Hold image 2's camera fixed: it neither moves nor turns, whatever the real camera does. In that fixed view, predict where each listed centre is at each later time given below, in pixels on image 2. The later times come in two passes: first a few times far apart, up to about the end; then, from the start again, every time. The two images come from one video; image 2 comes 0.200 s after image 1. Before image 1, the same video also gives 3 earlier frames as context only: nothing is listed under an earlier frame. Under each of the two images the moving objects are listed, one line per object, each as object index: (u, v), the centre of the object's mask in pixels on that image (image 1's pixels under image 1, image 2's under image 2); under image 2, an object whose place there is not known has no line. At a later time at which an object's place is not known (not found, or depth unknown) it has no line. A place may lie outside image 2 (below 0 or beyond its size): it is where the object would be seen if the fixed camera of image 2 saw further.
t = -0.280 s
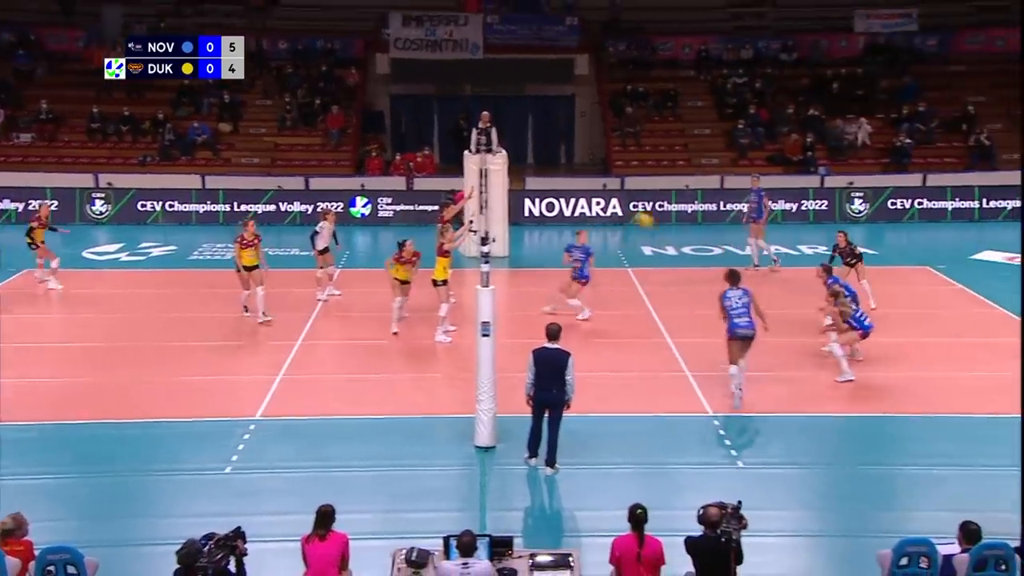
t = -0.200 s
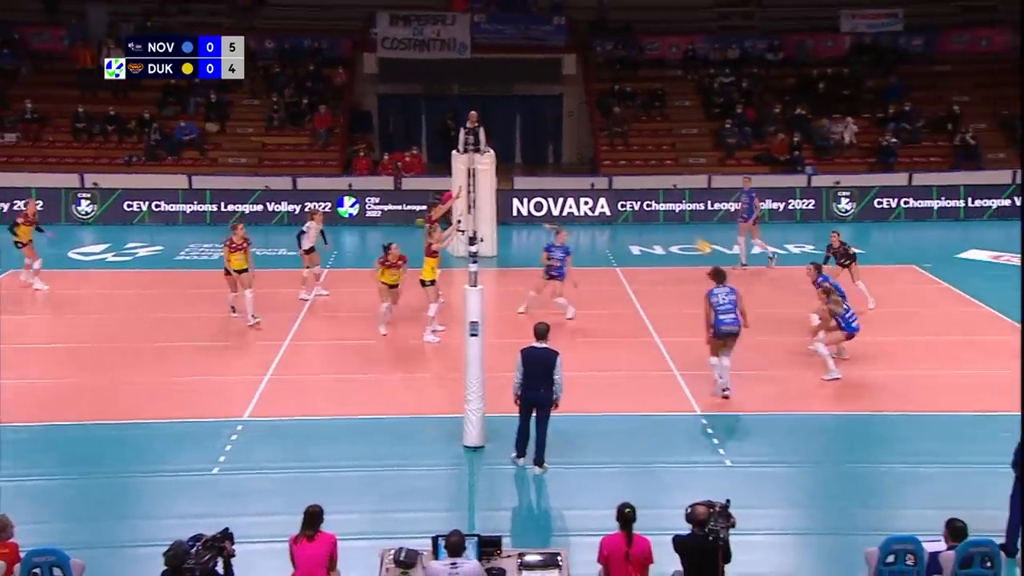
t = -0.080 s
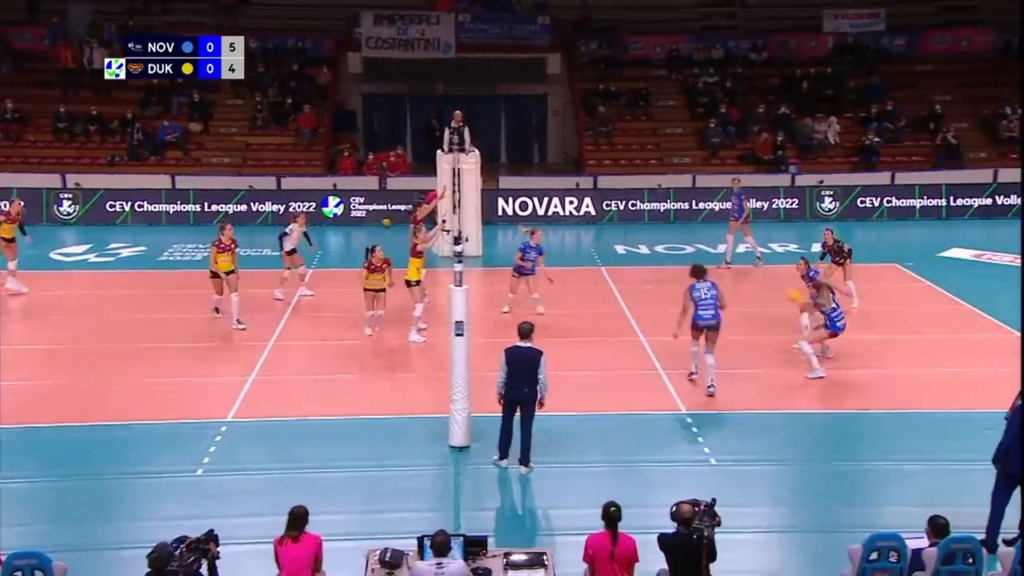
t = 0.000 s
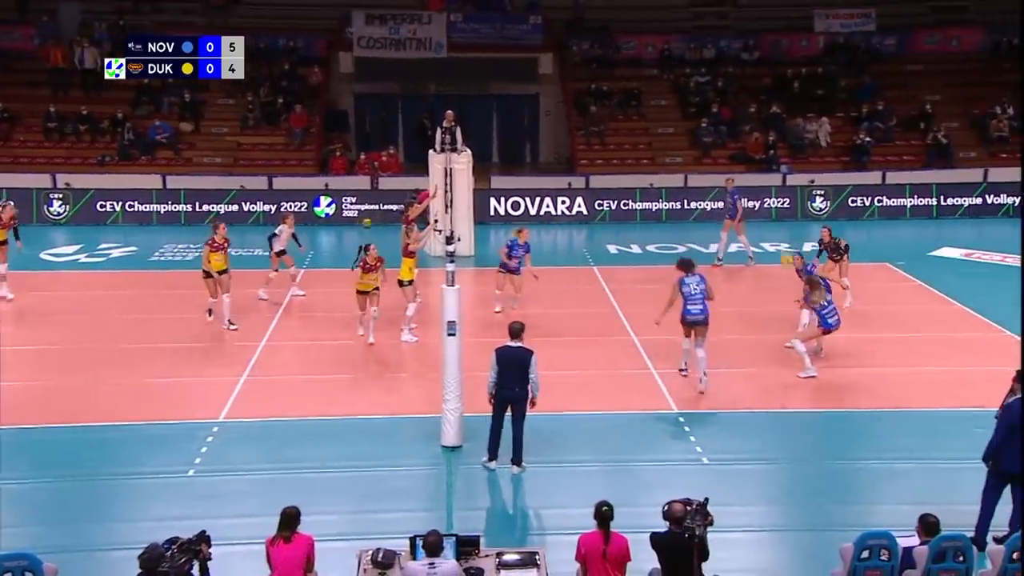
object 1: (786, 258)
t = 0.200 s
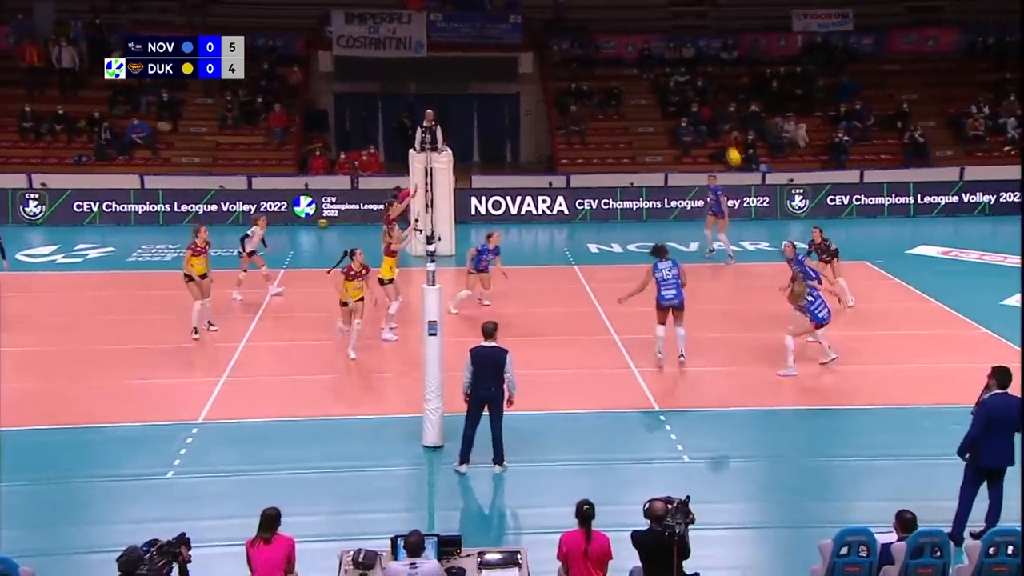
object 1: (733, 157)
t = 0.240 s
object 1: (727, 140)
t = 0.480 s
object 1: (690, 63)
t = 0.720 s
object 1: (655, 27)
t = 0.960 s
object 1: (621, 27)
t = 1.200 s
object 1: (588, 63)
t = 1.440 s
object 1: (557, 130)
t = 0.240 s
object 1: (727, 140)
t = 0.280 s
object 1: (721, 124)
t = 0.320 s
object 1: (715, 110)
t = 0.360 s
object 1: (709, 97)
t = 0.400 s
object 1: (702, 84)
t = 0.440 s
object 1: (697, 74)
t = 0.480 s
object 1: (690, 63)
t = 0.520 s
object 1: (685, 54)
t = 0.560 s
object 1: (678, 47)
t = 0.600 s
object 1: (673, 40)
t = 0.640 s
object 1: (666, 35)
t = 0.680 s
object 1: (661, 30)
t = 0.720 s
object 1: (655, 27)
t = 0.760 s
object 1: (649, 24)
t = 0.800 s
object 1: (643, 23)
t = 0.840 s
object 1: (637, 23)
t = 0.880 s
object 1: (632, 23)
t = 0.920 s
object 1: (626, 24)
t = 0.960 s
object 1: (621, 27)
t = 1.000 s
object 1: (615, 30)
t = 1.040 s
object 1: (610, 35)
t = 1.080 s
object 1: (604, 41)
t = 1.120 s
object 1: (599, 47)
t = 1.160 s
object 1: (593, 54)
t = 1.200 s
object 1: (588, 63)
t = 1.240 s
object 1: (582, 72)
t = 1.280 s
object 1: (577, 82)
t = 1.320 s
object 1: (572, 93)
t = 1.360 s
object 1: (567, 104)
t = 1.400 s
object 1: (562, 117)
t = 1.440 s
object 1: (557, 130)
